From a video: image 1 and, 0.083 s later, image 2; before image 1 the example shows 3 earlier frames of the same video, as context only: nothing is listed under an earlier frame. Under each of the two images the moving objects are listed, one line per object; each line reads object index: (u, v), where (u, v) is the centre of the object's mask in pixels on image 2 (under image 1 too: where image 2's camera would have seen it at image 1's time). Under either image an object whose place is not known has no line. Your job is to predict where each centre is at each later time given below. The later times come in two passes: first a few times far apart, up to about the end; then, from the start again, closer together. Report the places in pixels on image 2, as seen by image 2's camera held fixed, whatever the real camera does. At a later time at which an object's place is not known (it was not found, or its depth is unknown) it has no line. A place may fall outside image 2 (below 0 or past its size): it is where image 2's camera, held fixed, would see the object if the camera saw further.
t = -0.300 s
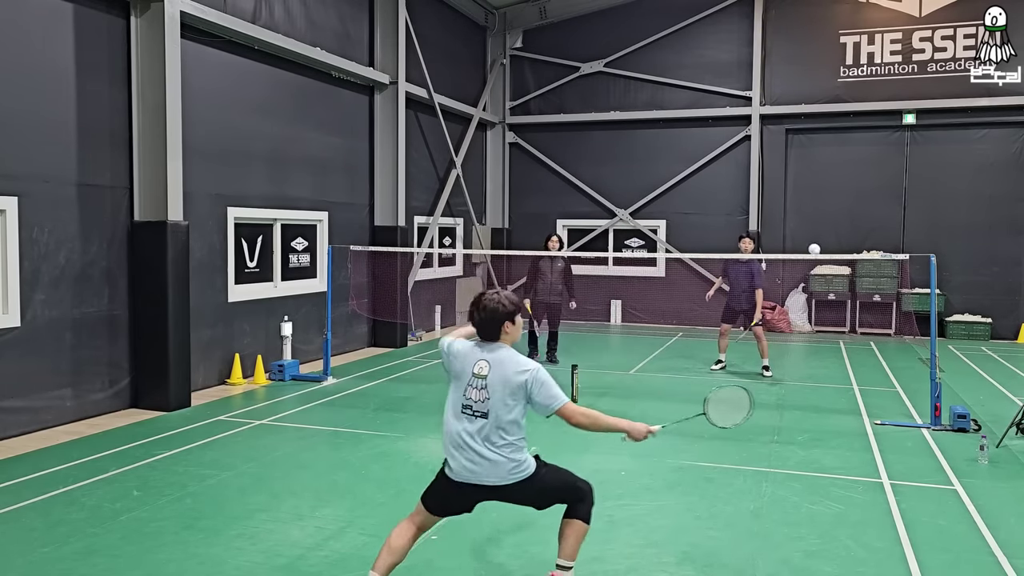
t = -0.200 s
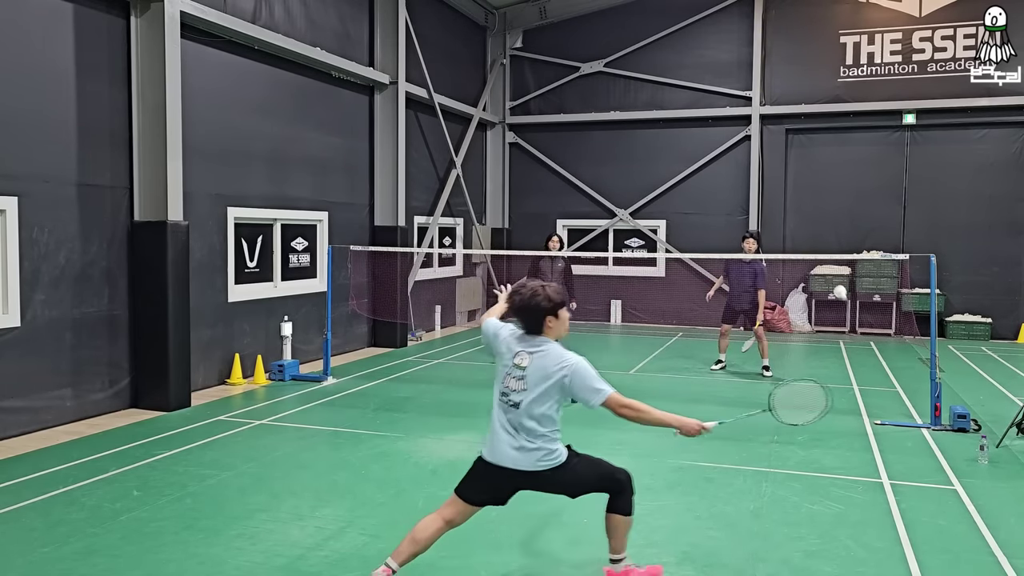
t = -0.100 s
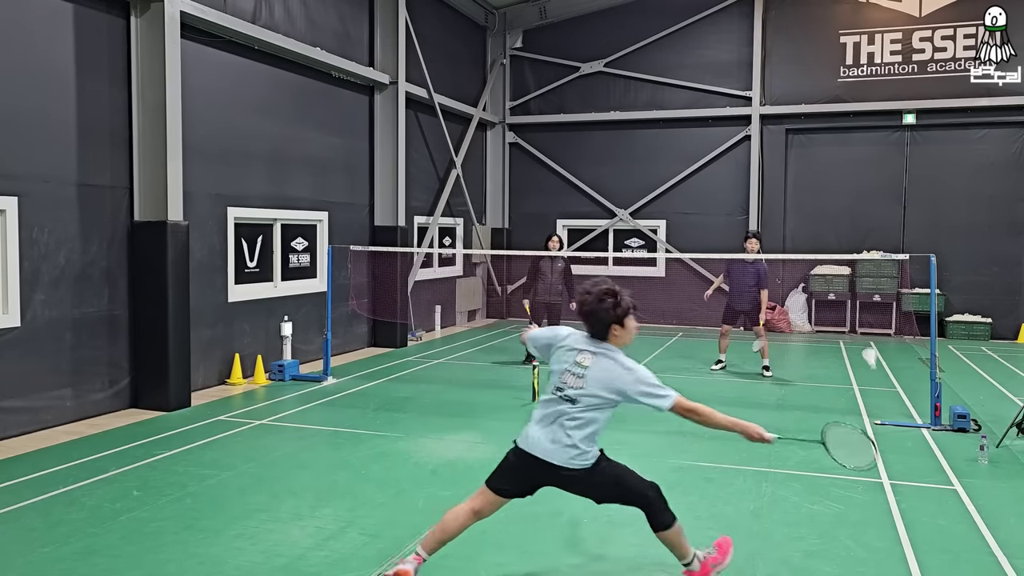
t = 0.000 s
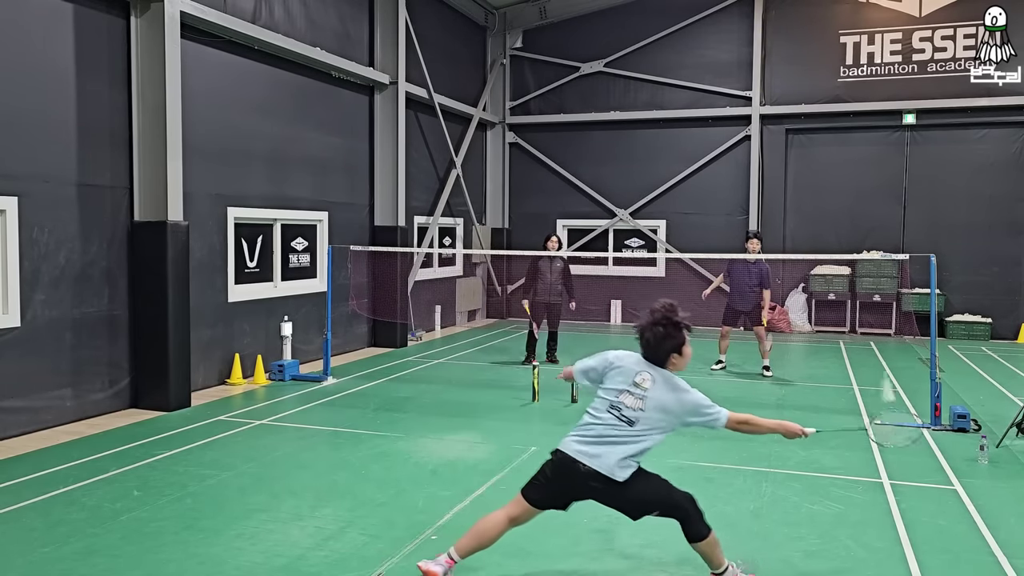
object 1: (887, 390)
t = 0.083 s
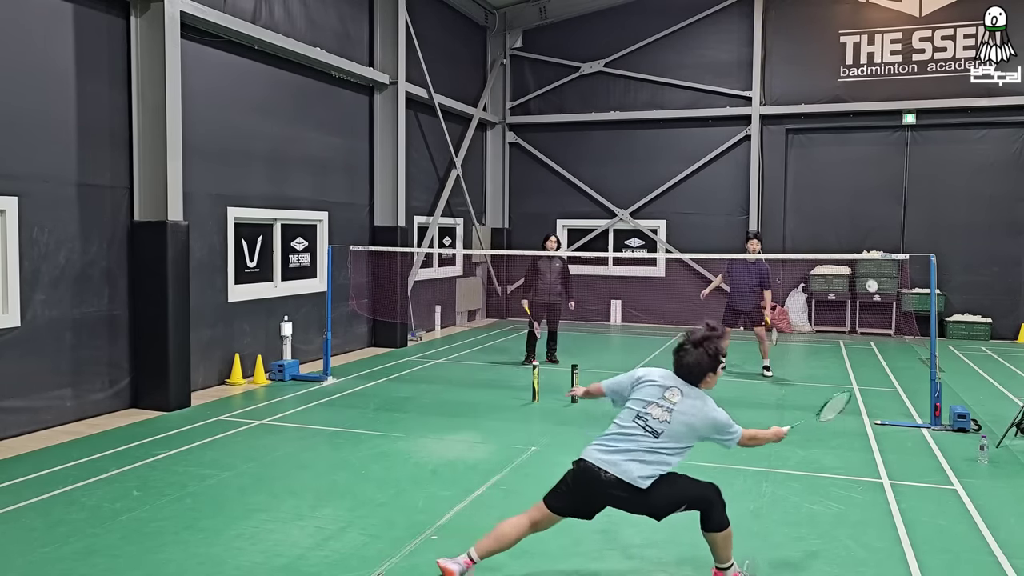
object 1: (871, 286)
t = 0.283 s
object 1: (845, 225)
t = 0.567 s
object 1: (830, 244)
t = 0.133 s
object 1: (861, 263)
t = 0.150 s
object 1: (858, 254)
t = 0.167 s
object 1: (856, 248)
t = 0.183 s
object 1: (854, 243)
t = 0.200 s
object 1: (852, 238)
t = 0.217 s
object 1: (850, 234)
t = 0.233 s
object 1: (849, 231)
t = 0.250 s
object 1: (848, 228)
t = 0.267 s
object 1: (846, 226)
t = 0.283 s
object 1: (845, 225)
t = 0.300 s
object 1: (843, 224)
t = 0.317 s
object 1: (842, 223)
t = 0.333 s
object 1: (841, 223)
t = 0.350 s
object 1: (840, 223)
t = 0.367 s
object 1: (839, 223)
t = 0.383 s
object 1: (838, 224)
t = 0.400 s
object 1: (837, 225)
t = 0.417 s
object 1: (836, 226)
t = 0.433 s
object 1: (835, 228)
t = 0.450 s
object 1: (835, 229)
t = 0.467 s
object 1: (834, 231)
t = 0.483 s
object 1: (833, 233)
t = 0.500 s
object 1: (833, 235)
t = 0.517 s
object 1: (832, 237)
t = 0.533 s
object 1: (831, 239)
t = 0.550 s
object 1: (831, 242)
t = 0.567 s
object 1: (830, 244)
